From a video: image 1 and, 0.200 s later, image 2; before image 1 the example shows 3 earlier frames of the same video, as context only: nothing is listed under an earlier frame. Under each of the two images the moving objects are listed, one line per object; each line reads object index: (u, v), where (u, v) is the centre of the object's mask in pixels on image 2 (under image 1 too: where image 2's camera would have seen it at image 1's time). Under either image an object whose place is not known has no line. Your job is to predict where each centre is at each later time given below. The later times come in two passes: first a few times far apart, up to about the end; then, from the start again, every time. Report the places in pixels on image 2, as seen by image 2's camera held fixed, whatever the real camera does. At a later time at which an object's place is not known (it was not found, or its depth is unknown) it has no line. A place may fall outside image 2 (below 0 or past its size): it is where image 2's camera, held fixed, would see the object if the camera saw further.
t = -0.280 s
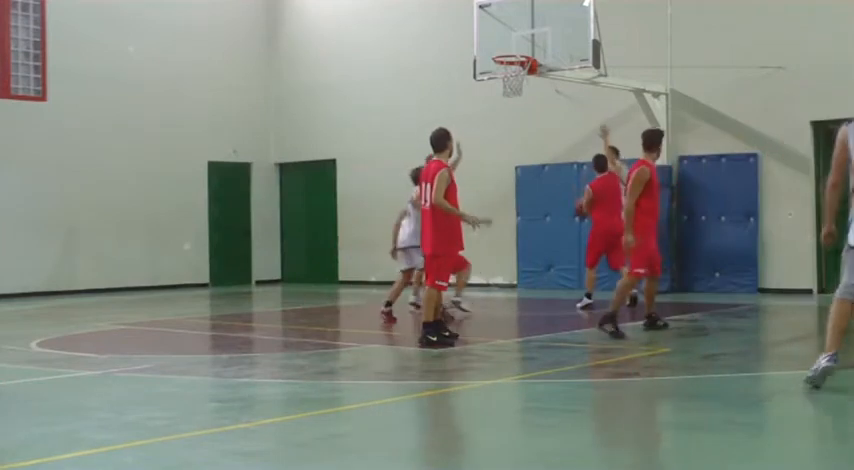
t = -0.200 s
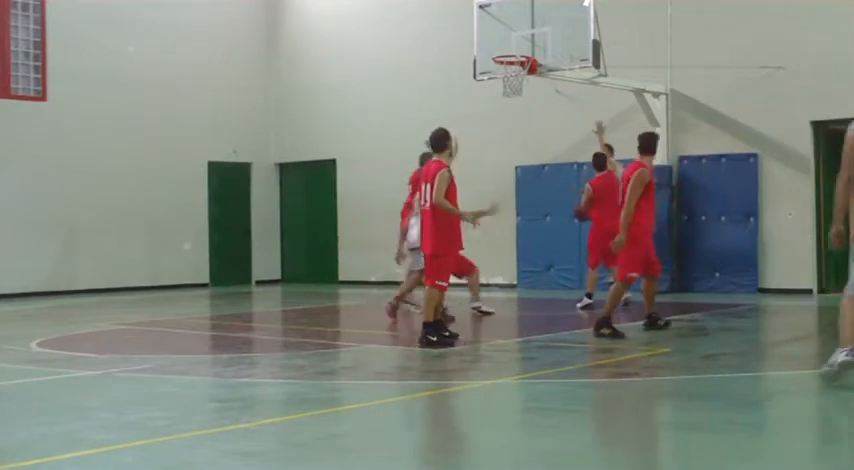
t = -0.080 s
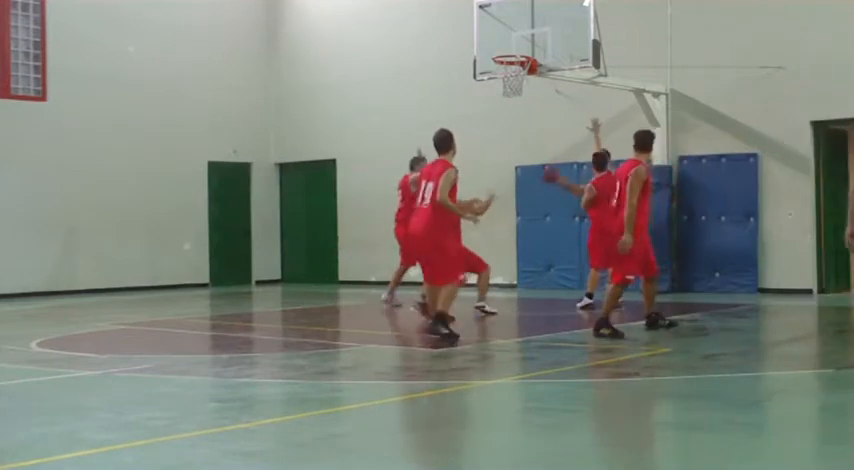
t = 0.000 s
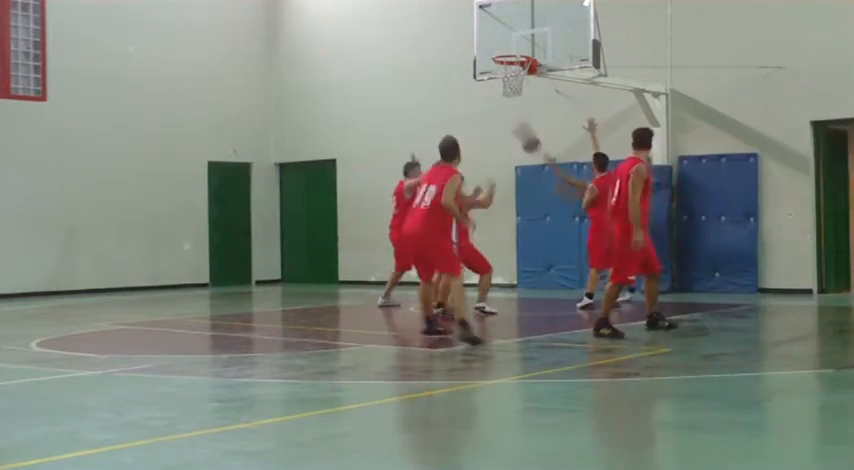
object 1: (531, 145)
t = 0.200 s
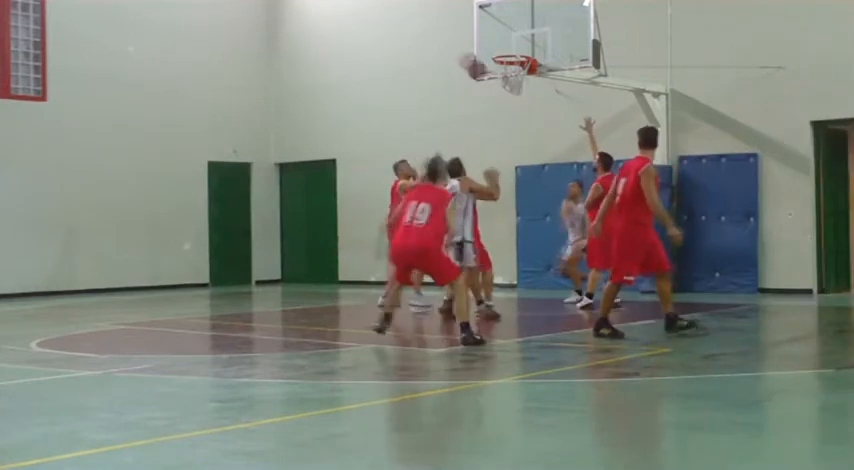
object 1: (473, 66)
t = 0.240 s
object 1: (461, 55)
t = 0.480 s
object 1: (390, 11)
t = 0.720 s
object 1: (314, 15)
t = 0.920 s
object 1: (244, 58)
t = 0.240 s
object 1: (461, 55)
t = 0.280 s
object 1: (449, 43)
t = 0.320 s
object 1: (439, 36)
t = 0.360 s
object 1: (429, 29)
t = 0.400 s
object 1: (419, 24)
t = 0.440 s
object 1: (402, 16)
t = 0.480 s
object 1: (390, 11)
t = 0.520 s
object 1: (379, 9)
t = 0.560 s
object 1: (368, 8)
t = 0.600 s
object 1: (358, 8)
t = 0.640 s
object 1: (341, 9)
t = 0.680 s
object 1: (326, 11)
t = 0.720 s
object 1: (314, 15)
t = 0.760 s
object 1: (302, 20)
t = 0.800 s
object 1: (291, 25)
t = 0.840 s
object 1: (279, 32)
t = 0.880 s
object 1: (257, 47)
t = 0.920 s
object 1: (244, 58)
